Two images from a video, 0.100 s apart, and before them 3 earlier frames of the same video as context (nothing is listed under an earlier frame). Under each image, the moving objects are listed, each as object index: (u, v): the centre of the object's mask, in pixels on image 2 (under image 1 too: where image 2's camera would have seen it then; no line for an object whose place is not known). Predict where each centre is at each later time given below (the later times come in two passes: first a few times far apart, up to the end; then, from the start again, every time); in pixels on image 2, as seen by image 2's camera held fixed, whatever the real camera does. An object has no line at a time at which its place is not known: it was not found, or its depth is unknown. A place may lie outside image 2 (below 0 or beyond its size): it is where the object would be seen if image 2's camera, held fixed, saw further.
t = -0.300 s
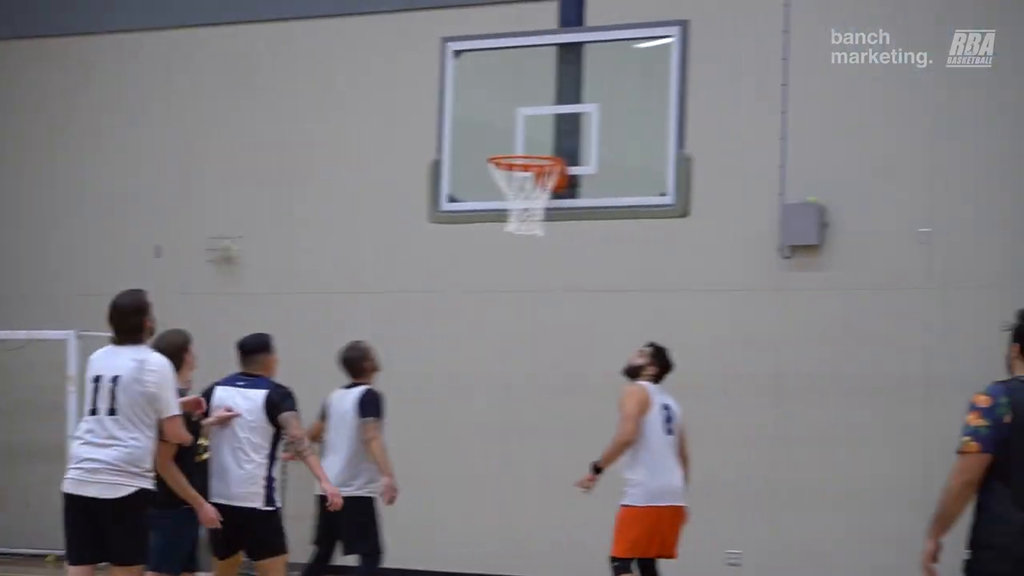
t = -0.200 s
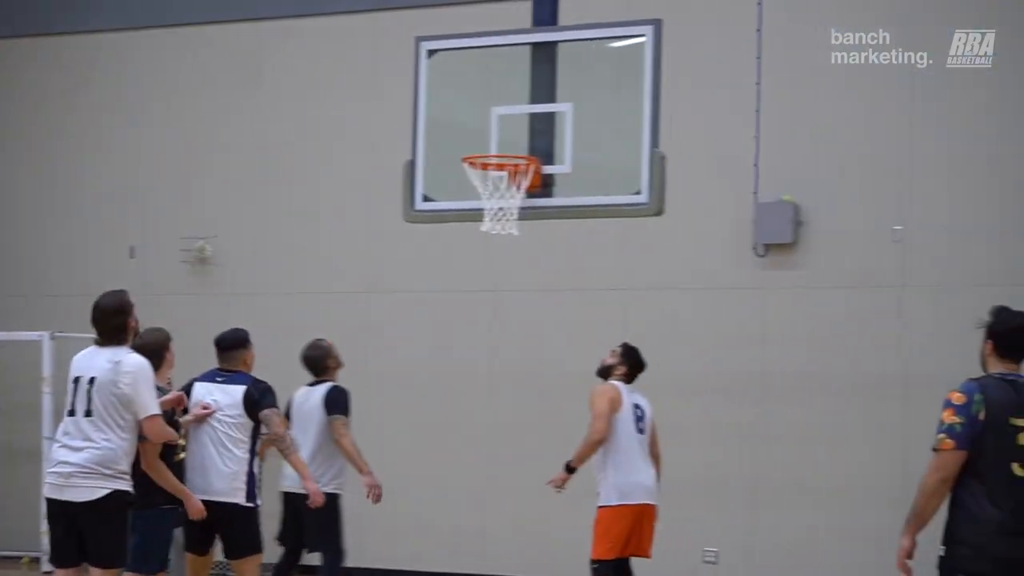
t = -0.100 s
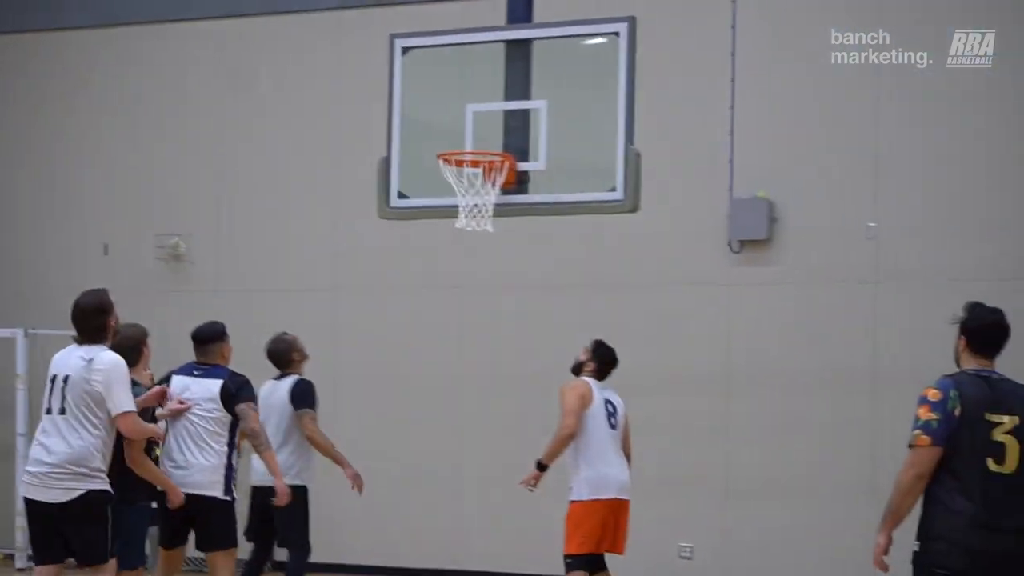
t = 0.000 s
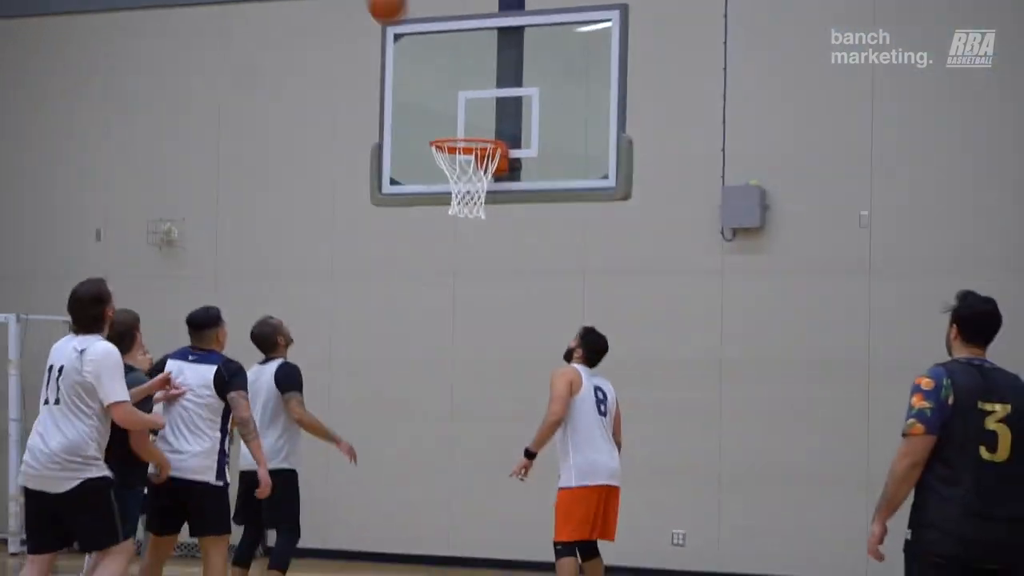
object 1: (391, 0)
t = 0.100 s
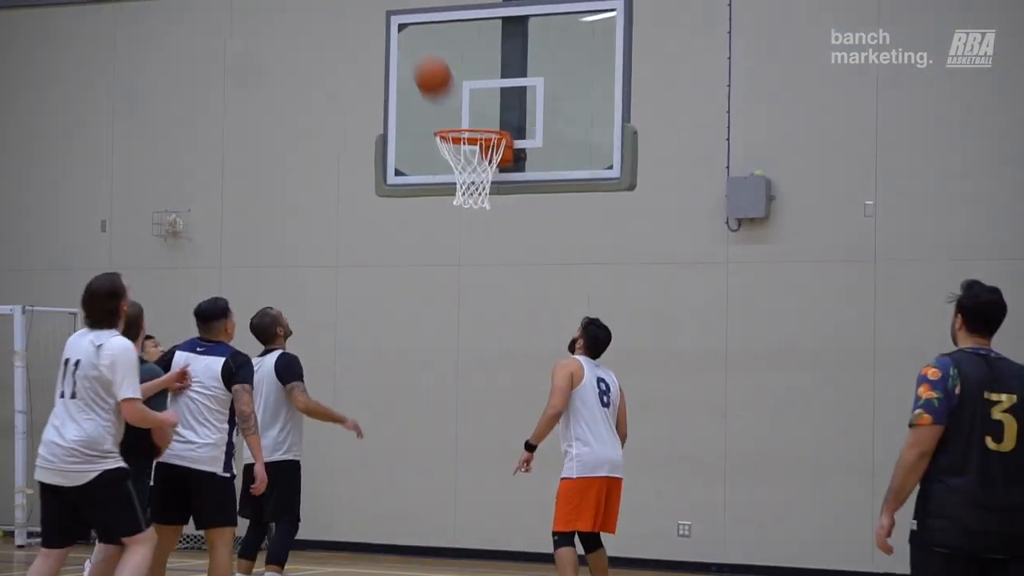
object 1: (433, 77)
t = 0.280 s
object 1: (484, 182)
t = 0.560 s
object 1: (472, 310)
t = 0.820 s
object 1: (458, 548)
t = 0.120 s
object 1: (440, 95)
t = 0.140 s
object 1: (448, 112)
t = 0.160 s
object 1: (455, 122)
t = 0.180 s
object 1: (466, 152)
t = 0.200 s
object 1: (469, 165)
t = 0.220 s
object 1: (473, 172)
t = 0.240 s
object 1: (480, 175)
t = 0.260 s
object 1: (484, 178)
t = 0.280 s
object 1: (484, 182)
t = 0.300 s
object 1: (484, 186)
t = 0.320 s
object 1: (483, 192)
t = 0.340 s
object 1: (482, 198)
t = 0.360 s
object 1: (481, 205)
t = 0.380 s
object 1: (480, 213)
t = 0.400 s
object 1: (479, 220)
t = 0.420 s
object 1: (479, 229)
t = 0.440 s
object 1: (478, 239)
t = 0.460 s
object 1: (477, 249)
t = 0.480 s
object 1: (476, 259)
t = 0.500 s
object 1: (476, 270)
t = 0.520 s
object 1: (475, 284)
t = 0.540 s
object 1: (473, 297)
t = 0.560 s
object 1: (472, 310)
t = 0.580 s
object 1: (471, 324)
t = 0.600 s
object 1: (471, 339)
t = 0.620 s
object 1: (470, 356)
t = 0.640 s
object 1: (468, 371)
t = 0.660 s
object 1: (468, 389)
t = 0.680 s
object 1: (467, 406)
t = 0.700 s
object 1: (465, 425)
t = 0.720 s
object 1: (464, 445)
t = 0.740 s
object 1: (463, 465)
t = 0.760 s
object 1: (462, 485)
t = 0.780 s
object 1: (461, 508)
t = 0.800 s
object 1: (460, 531)
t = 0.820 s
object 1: (458, 548)
